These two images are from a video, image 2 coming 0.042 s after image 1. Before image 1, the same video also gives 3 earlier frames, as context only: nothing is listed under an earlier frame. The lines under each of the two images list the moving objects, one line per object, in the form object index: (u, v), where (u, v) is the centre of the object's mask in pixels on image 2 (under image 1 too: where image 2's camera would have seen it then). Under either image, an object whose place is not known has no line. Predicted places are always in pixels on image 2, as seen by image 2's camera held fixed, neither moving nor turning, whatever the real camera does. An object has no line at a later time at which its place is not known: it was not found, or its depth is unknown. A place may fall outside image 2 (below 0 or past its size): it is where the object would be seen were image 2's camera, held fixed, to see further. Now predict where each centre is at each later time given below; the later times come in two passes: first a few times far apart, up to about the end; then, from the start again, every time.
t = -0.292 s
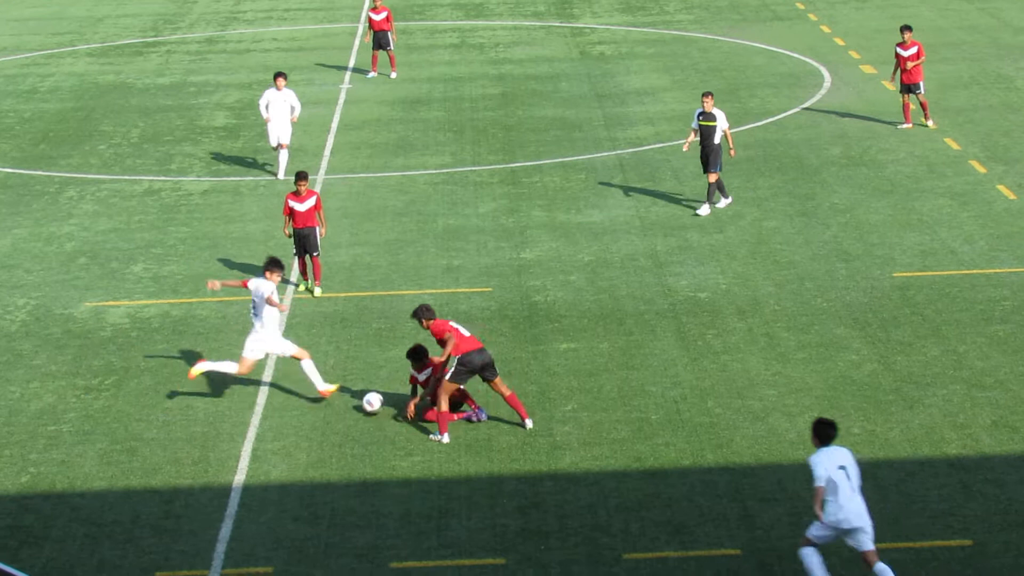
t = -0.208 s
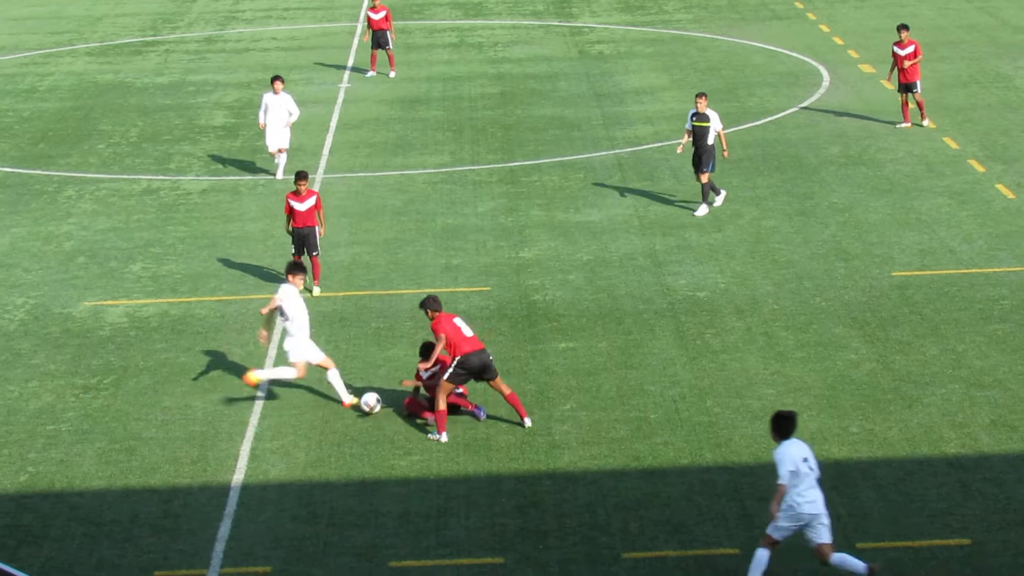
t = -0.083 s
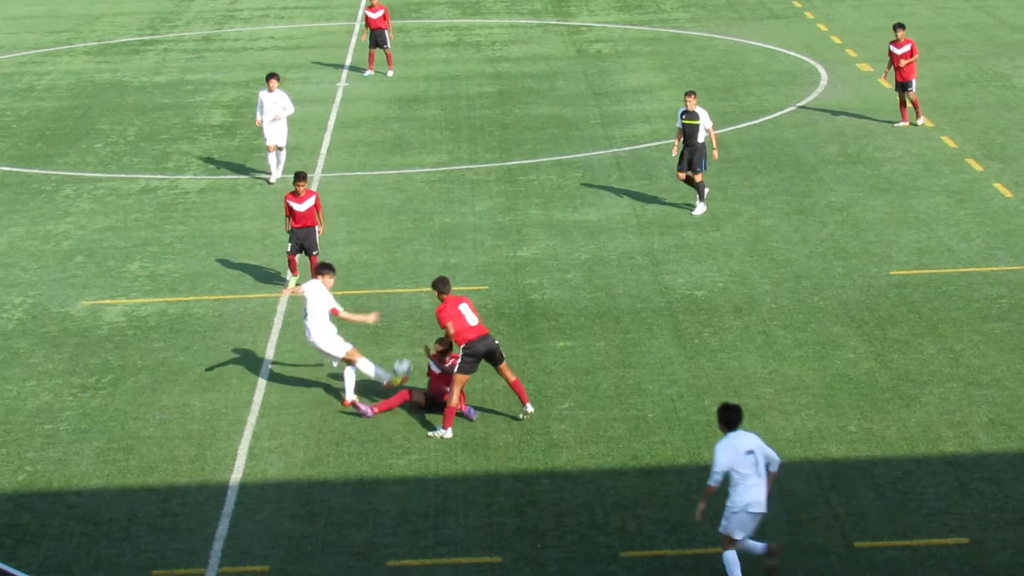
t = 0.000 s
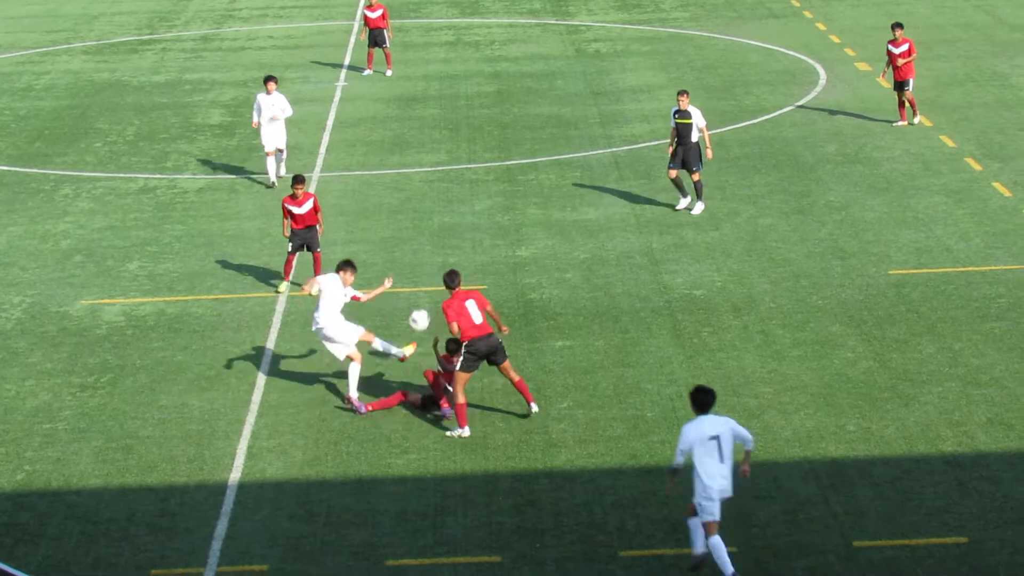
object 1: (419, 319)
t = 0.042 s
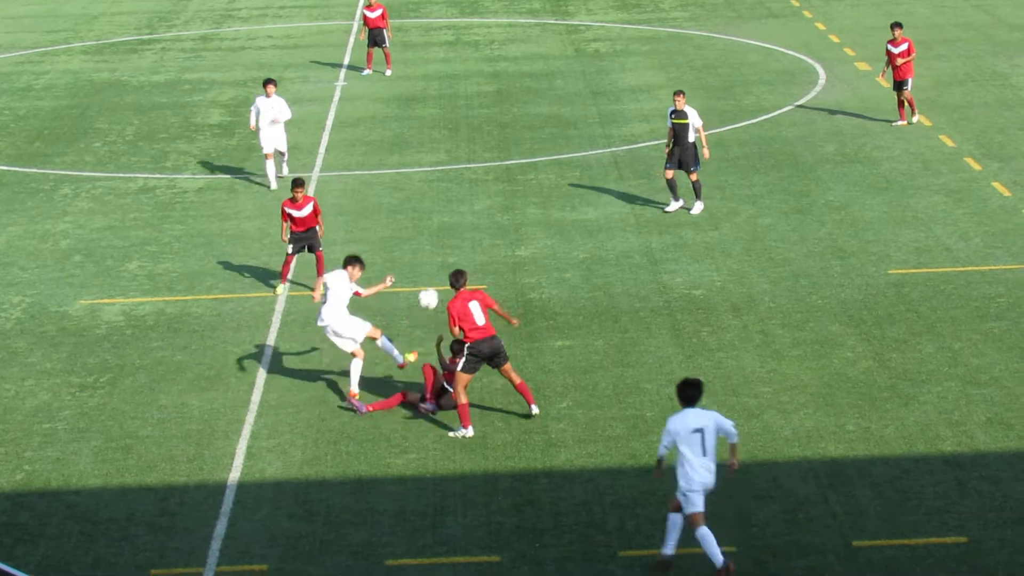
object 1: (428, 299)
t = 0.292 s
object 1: (485, 212)
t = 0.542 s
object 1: (542, 184)
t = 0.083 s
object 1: (437, 279)
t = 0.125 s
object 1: (447, 263)
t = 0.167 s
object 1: (456, 247)
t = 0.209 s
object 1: (466, 234)
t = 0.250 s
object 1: (475, 222)
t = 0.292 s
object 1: (485, 212)
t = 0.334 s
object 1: (494, 204)
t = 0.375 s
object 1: (504, 197)
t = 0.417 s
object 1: (513, 192)
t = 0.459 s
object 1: (523, 188)
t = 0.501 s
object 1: (532, 186)
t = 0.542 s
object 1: (542, 184)
